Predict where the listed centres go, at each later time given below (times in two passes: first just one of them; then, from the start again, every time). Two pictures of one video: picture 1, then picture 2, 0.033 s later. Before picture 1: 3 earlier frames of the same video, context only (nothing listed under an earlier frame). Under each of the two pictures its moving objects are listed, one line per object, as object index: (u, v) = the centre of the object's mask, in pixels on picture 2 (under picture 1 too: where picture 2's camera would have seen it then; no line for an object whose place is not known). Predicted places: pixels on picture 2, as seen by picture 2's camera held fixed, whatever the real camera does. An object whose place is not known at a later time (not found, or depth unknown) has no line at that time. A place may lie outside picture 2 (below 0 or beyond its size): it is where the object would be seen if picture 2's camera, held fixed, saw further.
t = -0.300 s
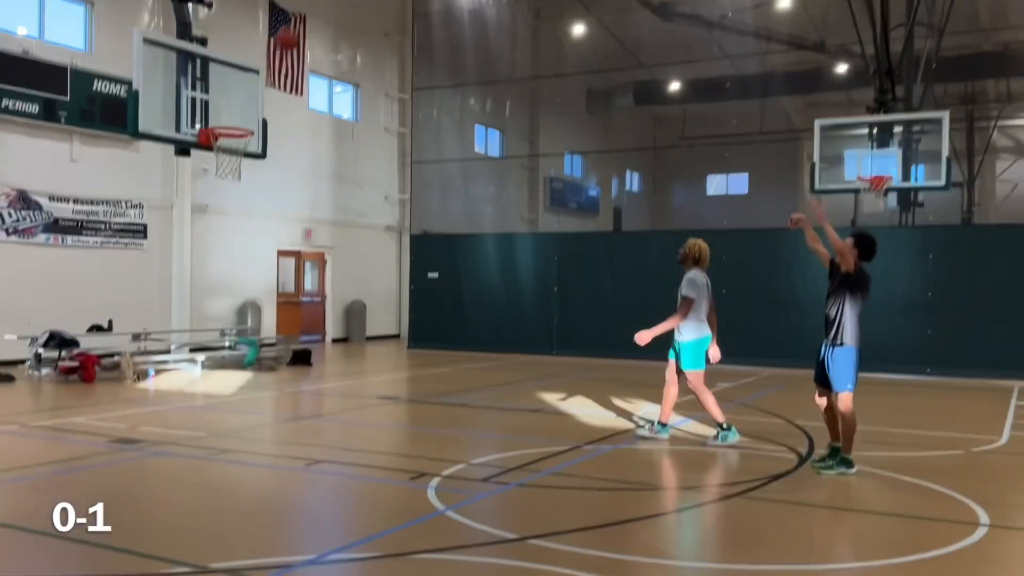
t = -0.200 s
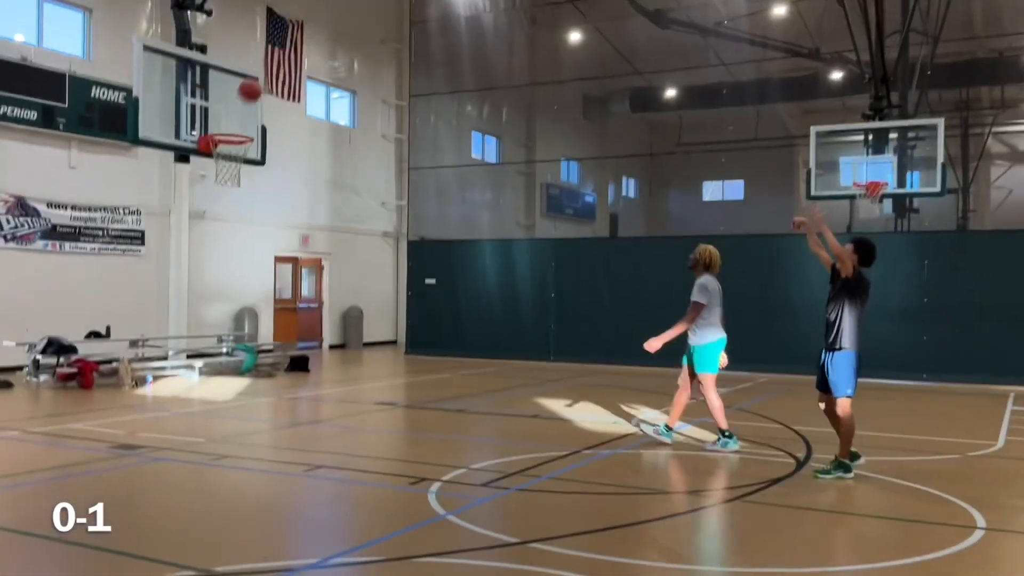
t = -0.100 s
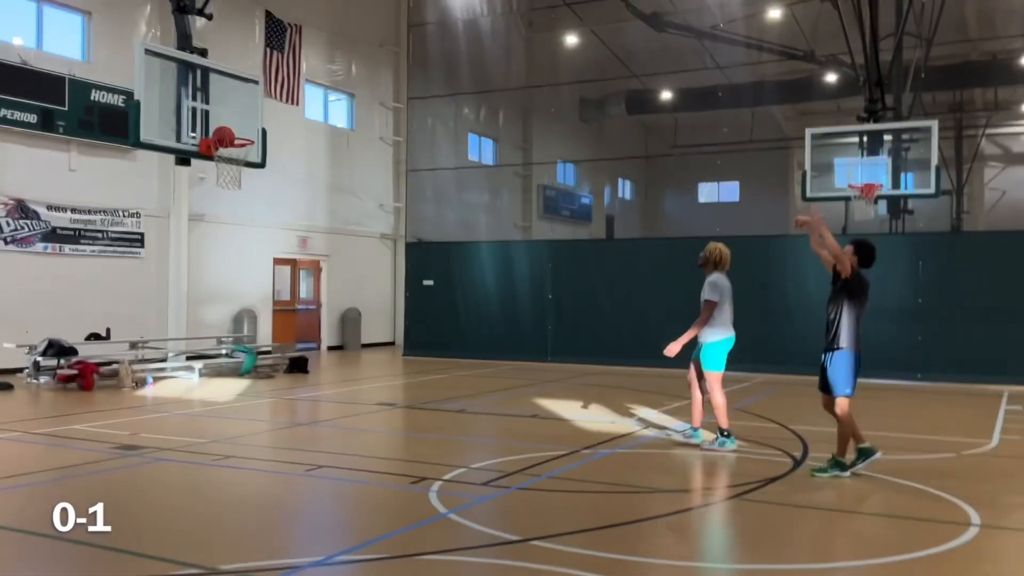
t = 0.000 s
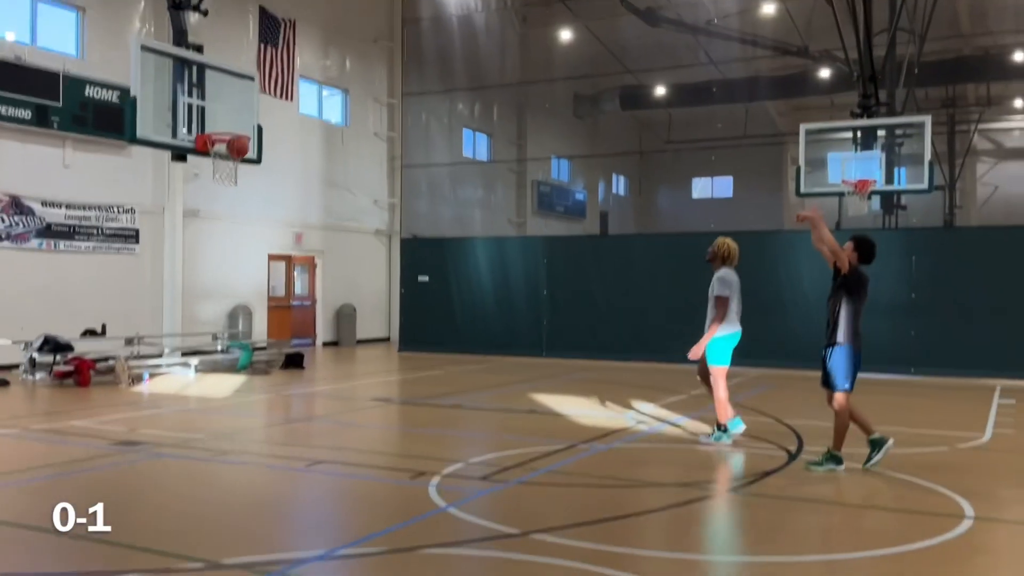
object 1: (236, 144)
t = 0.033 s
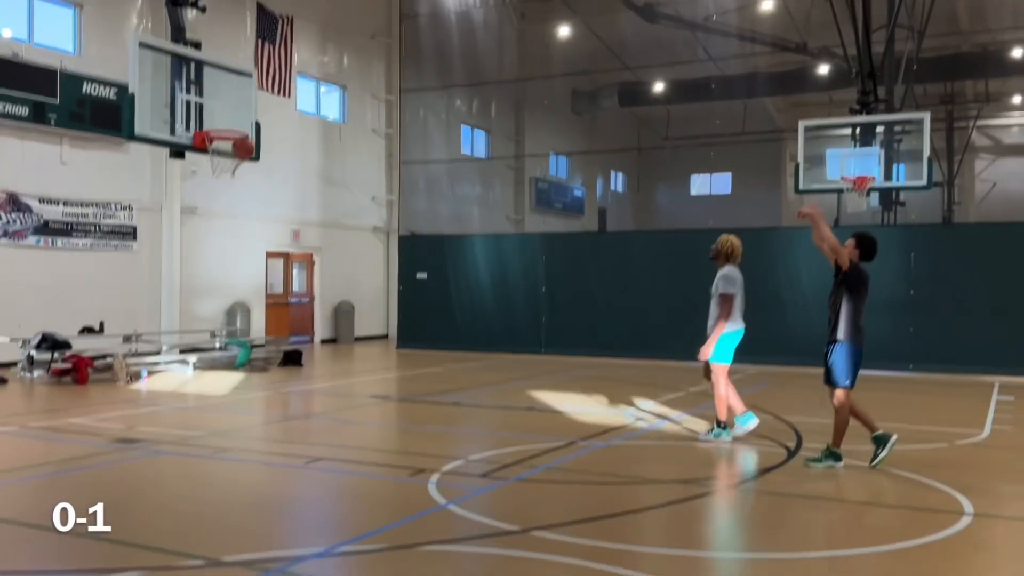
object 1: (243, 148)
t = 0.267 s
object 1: (250, 152)
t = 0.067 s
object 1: (248, 149)
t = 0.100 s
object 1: (251, 148)
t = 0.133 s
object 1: (251, 149)
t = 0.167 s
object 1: (251, 149)
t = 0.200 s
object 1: (251, 150)
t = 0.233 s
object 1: (251, 151)
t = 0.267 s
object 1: (250, 152)
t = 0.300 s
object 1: (248, 156)
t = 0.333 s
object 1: (245, 160)
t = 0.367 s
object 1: (243, 165)
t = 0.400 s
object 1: (240, 170)
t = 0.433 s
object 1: (238, 176)
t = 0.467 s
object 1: (236, 184)
